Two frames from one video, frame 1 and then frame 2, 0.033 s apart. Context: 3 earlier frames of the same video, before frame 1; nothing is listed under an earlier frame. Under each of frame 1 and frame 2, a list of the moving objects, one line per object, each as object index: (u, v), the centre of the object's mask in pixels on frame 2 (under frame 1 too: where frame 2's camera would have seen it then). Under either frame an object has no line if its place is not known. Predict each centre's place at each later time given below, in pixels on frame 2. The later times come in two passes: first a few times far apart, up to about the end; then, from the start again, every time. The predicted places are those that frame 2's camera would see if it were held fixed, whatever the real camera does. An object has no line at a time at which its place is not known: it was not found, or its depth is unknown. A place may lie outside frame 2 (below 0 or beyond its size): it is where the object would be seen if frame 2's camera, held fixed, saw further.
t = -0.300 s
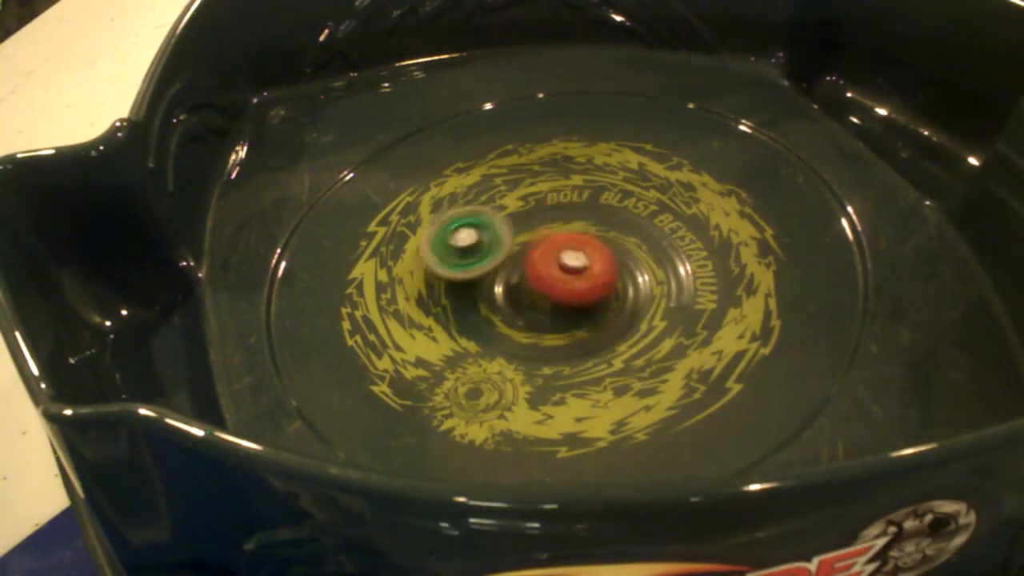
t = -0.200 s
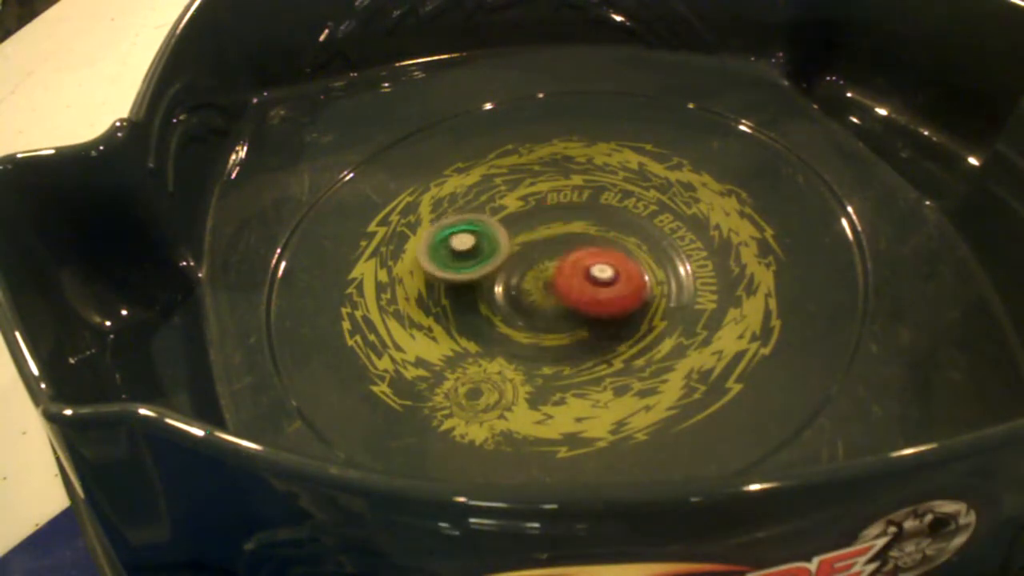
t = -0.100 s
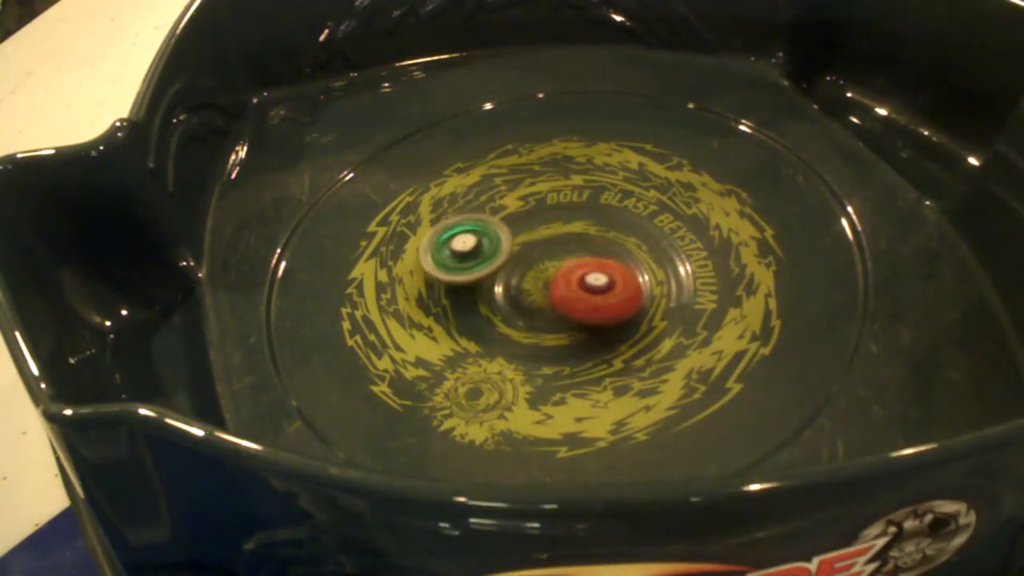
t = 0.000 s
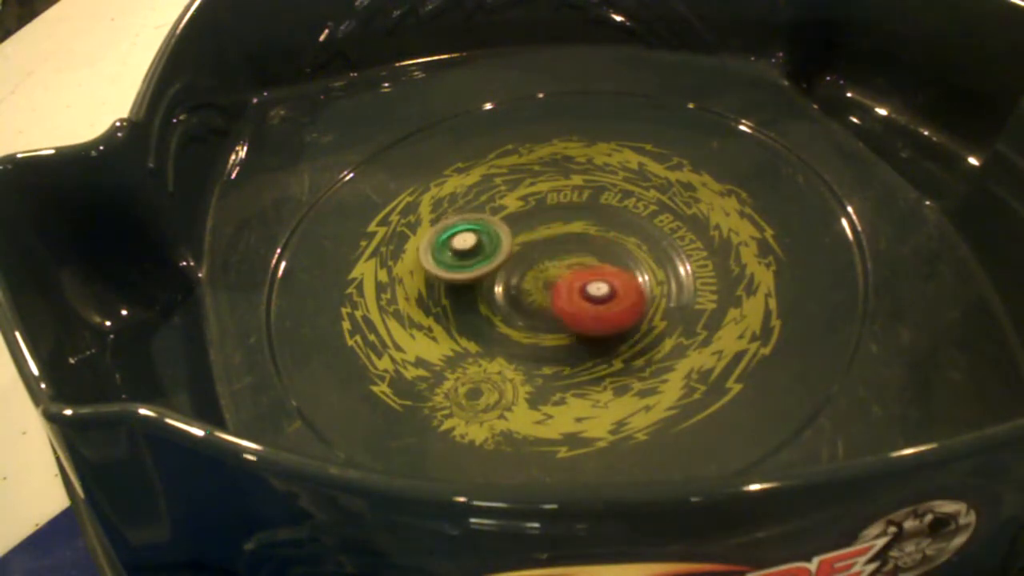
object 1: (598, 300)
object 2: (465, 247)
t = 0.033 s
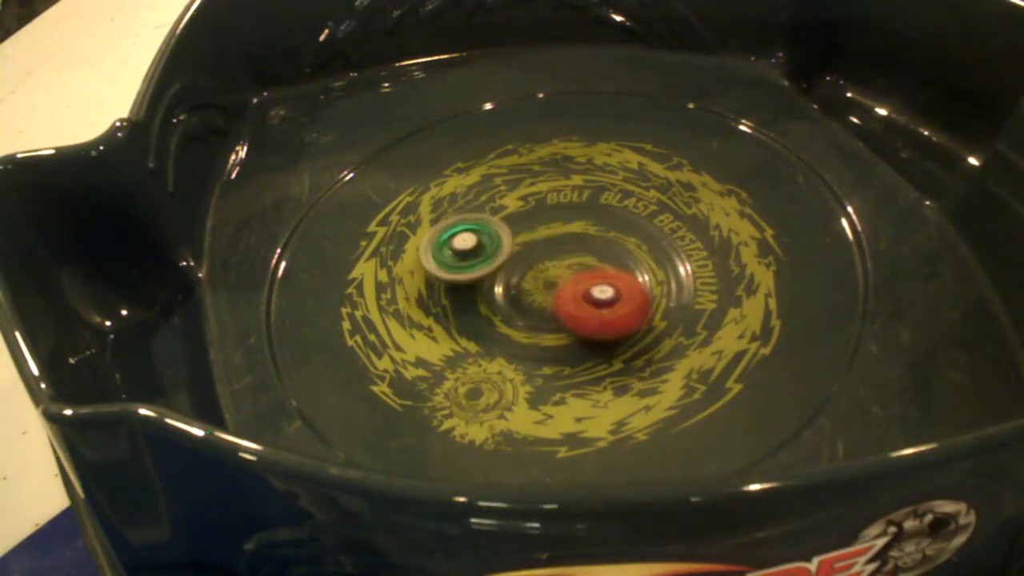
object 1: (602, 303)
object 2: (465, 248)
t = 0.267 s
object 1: (614, 302)
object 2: (461, 245)
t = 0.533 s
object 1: (631, 277)
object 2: (460, 259)
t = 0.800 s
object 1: (625, 244)
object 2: (460, 261)
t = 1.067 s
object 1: (593, 226)
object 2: (459, 265)
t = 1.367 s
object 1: (544, 226)
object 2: (462, 279)
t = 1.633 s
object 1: (554, 215)
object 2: (444, 321)
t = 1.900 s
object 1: (595, 225)
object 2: (458, 339)
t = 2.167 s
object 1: (590, 224)
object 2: (498, 316)
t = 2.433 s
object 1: (588, 219)
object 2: (571, 286)
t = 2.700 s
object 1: (578, 214)
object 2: (621, 294)
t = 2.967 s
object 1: (574, 243)
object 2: (635, 332)
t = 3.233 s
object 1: (558, 270)
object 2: (575, 330)
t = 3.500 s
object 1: (552, 220)
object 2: (559, 326)
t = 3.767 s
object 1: (554, 219)
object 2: (613, 262)
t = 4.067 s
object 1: (534, 228)
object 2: (634, 241)
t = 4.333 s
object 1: (514, 241)
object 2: (613, 267)
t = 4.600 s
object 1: (470, 234)
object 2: (597, 266)
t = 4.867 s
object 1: (468, 245)
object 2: (586, 253)
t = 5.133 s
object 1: (470, 274)
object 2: (581, 256)
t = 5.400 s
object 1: (482, 293)
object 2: (615, 256)
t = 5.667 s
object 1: (495, 287)
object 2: (637, 245)
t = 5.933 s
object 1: (495, 267)
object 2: (650, 234)
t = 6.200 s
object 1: (527, 254)
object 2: (623, 233)
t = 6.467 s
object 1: (503, 253)
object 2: (620, 228)
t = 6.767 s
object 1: (510, 271)
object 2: (599, 245)
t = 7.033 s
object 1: (511, 276)
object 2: (623, 247)
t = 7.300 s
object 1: (522, 261)
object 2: (631, 262)
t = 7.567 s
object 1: (509, 254)
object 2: (624, 258)
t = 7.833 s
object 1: (513, 265)
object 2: (628, 253)
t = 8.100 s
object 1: (517, 287)
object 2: (632, 253)
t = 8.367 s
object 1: (540, 300)
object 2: (629, 250)
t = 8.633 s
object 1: (531, 297)
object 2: (627, 251)
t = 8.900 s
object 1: (531, 297)
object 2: (635, 259)
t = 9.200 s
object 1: (528, 295)
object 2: (622, 257)
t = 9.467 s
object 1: (535, 298)
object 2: (641, 262)
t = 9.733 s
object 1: (535, 298)
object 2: (629, 253)
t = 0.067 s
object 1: (609, 307)
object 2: (465, 248)
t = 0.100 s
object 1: (614, 307)
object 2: (464, 247)
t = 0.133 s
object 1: (614, 307)
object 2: (463, 247)
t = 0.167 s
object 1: (609, 307)
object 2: (462, 245)
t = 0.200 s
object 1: (607, 305)
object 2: (461, 245)
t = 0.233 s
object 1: (609, 304)
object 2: (461, 245)
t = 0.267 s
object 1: (614, 302)
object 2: (461, 245)
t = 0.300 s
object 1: (620, 299)
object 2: (460, 247)
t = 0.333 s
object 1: (621, 297)
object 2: (460, 249)
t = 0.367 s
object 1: (620, 296)
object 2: (460, 250)
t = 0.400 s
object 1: (622, 292)
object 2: (459, 252)
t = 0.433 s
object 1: (626, 288)
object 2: (459, 255)
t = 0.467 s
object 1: (630, 284)
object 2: (459, 256)
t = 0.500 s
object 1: (631, 280)
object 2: (459, 258)
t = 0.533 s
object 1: (631, 277)
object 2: (460, 259)
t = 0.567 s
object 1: (632, 272)
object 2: (460, 260)
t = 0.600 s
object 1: (633, 267)
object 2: (460, 261)
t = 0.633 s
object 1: (633, 263)
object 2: (460, 261)
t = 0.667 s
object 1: (632, 259)
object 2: (460, 261)
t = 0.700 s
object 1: (631, 255)
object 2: (460, 261)
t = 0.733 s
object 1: (629, 251)
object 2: (460, 261)
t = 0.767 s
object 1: (627, 248)
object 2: (460, 261)
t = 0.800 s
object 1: (625, 244)
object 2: (460, 261)
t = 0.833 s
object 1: (622, 241)
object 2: (460, 261)
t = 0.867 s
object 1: (619, 238)
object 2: (459, 261)
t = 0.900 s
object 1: (614, 235)
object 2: (459, 261)
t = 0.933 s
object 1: (610, 232)
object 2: (459, 262)
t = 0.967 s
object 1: (607, 230)
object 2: (459, 262)
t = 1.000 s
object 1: (603, 228)
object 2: (459, 263)
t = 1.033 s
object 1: (598, 226)
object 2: (459, 264)
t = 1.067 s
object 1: (593, 226)
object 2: (459, 265)
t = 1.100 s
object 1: (588, 225)
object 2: (459, 267)
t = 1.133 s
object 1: (582, 224)
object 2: (459, 268)
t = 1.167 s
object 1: (576, 223)
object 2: (459, 270)
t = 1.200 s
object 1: (570, 223)
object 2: (460, 272)
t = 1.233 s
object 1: (564, 223)
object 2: (460, 273)
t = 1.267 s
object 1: (559, 223)
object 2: (461, 275)
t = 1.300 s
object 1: (554, 224)
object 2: (461, 276)
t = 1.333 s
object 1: (549, 225)
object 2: (461, 277)
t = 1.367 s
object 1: (544, 226)
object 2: (462, 279)
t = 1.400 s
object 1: (539, 227)
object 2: (462, 280)
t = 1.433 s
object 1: (534, 229)
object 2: (462, 281)
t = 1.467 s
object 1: (530, 231)
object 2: (463, 283)
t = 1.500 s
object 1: (526, 233)
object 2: (464, 284)
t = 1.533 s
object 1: (523, 235)
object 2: (465, 285)
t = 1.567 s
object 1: (526, 231)
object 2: (460, 294)
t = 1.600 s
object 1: (540, 220)
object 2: (450, 308)
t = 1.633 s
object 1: (554, 215)
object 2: (444, 321)
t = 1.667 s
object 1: (565, 214)
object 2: (443, 330)
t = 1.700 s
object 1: (574, 216)
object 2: (444, 335)
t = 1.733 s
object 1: (582, 222)
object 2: (446, 338)
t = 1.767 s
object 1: (589, 226)
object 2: (448, 340)
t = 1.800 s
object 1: (592, 226)
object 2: (450, 341)
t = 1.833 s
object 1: (594, 225)
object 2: (452, 341)
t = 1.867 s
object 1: (593, 224)
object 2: (455, 340)
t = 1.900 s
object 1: (595, 225)
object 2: (458, 339)
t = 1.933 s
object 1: (595, 226)
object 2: (462, 338)
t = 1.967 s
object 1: (595, 225)
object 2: (467, 335)
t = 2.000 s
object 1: (593, 224)
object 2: (472, 332)
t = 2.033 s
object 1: (593, 224)
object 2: (477, 329)
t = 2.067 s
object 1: (592, 224)
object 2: (482, 326)
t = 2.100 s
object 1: (591, 224)
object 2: (486, 323)
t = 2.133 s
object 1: (590, 224)
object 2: (492, 319)
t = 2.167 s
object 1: (590, 224)
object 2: (498, 316)
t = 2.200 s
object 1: (590, 224)
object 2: (507, 311)
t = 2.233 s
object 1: (589, 224)
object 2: (514, 306)
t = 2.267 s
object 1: (590, 224)
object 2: (520, 303)
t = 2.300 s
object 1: (590, 224)
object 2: (527, 300)
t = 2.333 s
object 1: (588, 223)
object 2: (539, 295)
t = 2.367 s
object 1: (589, 223)
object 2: (552, 291)
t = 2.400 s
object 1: (590, 221)
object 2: (562, 288)
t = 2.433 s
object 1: (588, 219)
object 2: (571, 286)
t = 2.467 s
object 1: (588, 218)
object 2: (578, 283)
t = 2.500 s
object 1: (587, 218)
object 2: (585, 282)
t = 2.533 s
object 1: (584, 217)
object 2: (594, 282)
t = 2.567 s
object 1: (580, 216)
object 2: (598, 275)
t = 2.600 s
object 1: (579, 214)
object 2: (601, 278)
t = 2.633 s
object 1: (578, 213)
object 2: (606, 283)
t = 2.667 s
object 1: (577, 213)
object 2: (615, 289)
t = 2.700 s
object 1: (578, 214)
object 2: (621, 294)
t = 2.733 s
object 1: (579, 217)
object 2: (630, 297)
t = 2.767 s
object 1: (582, 223)
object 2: (636, 300)
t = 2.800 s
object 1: (585, 228)
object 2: (641, 307)
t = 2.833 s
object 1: (585, 229)
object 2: (645, 313)
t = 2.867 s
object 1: (582, 230)
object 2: (644, 319)
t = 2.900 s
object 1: (579, 235)
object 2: (643, 324)
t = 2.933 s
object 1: (576, 238)
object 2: (640, 329)
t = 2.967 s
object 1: (574, 243)
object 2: (635, 332)
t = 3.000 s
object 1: (572, 247)
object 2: (629, 335)
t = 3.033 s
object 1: (570, 251)
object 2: (624, 337)
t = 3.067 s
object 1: (568, 255)
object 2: (615, 337)
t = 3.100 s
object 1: (567, 258)
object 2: (607, 338)
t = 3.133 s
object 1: (564, 263)
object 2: (598, 336)
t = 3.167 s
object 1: (562, 267)
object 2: (589, 333)
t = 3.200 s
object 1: (560, 270)
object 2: (581, 330)
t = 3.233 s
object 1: (558, 270)
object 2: (575, 330)
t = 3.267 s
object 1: (556, 268)
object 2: (571, 329)
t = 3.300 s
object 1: (554, 254)
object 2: (564, 338)
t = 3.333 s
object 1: (554, 242)
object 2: (559, 343)
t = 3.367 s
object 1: (554, 234)
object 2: (556, 343)
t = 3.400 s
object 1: (555, 228)
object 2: (554, 341)
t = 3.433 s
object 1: (556, 225)
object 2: (553, 335)
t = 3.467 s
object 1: (553, 222)
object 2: (555, 331)
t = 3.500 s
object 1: (552, 220)
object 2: (559, 326)
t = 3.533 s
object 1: (553, 221)
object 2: (567, 317)
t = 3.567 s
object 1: (557, 222)
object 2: (573, 311)
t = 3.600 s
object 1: (560, 223)
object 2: (577, 304)
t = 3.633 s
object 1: (560, 222)
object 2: (586, 295)
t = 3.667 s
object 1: (558, 221)
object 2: (596, 287)
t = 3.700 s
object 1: (556, 220)
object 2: (604, 280)
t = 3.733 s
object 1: (556, 219)
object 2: (607, 272)
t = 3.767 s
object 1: (554, 219)
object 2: (613, 262)
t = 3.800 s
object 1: (553, 220)
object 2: (619, 254)
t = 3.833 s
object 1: (551, 222)
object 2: (625, 250)
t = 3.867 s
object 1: (551, 223)
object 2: (633, 248)
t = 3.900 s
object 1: (549, 223)
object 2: (636, 245)
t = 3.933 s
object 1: (544, 224)
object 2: (635, 243)
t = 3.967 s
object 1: (542, 225)
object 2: (636, 242)
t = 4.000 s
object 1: (541, 226)
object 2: (635, 241)
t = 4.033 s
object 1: (536, 227)
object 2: (635, 240)
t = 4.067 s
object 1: (534, 228)
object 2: (634, 241)
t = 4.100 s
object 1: (533, 229)
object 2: (634, 242)
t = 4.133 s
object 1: (530, 230)
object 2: (632, 244)
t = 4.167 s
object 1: (526, 232)
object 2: (631, 245)
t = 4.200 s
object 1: (523, 234)
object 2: (626, 249)
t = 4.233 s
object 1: (522, 235)
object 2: (620, 252)
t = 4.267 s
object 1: (519, 237)
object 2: (619, 254)
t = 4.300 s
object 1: (515, 240)
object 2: (618, 260)
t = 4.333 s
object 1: (514, 241)
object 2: (613, 267)
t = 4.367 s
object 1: (513, 243)
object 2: (607, 270)
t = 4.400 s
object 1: (511, 245)
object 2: (600, 268)
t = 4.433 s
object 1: (507, 248)
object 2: (595, 267)
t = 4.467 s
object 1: (494, 243)
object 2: (600, 268)
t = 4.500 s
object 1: (482, 239)
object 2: (604, 269)
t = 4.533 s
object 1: (474, 237)
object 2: (603, 270)
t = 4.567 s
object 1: (469, 235)
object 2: (601, 268)
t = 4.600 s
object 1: (470, 234)
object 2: (597, 266)
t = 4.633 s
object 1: (475, 234)
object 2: (593, 263)
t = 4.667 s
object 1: (480, 233)
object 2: (593, 262)
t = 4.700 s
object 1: (481, 232)
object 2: (595, 262)
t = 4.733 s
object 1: (479, 234)
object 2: (600, 263)
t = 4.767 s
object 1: (475, 236)
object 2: (603, 262)
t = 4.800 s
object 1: (472, 239)
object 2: (599, 260)
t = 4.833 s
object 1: (469, 242)
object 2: (591, 256)
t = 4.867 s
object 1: (468, 245)
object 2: (586, 253)
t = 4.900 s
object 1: (467, 248)
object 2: (586, 253)
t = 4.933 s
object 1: (467, 251)
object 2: (588, 255)
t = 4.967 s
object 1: (467, 254)
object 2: (588, 257)
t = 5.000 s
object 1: (467, 258)
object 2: (588, 258)
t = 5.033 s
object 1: (467, 262)
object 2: (584, 258)
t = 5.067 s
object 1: (467, 265)
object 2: (582, 258)
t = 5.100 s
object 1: (468, 270)
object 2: (580, 258)
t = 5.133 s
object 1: (470, 274)
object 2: (581, 256)
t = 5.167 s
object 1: (471, 278)
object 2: (581, 257)
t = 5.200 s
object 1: (474, 282)
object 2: (581, 257)
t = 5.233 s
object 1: (478, 286)
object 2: (583, 259)
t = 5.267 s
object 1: (484, 287)
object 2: (583, 260)
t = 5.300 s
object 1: (490, 288)
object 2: (586, 262)
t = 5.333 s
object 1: (485, 289)
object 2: (598, 261)
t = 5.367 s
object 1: (482, 291)
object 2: (609, 257)
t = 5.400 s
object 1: (482, 293)
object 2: (615, 256)
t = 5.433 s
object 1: (486, 294)
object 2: (616, 257)
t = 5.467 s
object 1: (492, 295)
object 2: (613, 257)
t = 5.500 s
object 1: (497, 294)
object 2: (611, 256)
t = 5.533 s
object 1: (503, 293)
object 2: (610, 255)
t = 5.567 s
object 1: (509, 292)
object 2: (610, 254)
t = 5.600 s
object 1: (515, 289)
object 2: (610, 254)
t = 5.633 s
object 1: (511, 287)
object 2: (618, 252)
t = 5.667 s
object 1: (495, 287)
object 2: (637, 245)
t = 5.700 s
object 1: (488, 285)
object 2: (648, 239)
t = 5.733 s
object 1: (484, 284)
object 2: (654, 237)
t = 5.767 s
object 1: (483, 282)
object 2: (655, 237)
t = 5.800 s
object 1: (483, 279)
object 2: (654, 236)
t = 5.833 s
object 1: (485, 275)
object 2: (654, 235)
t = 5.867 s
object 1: (487, 272)
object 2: (654, 234)
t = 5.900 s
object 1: (491, 269)
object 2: (652, 234)
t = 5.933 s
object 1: (495, 267)
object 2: (650, 234)
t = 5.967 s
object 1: (502, 264)
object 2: (647, 233)
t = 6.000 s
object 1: (508, 260)
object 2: (644, 234)
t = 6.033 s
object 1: (510, 260)
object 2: (640, 234)
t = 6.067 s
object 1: (515, 260)
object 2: (635, 235)
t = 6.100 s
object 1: (520, 258)
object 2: (626, 237)
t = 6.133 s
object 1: (525, 255)
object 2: (620, 237)
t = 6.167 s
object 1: (525, 254)
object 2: (621, 235)
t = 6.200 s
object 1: (527, 254)
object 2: (623, 233)
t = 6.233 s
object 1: (531, 253)
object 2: (628, 232)
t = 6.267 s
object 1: (536, 250)
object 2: (631, 231)
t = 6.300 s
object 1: (537, 248)
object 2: (631, 230)
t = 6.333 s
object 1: (535, 247)
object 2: (628, 229)
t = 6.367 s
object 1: (531, 248)
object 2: (623, 229)
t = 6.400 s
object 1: (522, 249)
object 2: (624, 232)
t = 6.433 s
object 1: (510, 252)
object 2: (621, 230)
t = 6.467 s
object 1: (503, 253)
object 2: (620, 228)
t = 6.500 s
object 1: (503, 254)
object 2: (618, 228)
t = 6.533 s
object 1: (508, 256)
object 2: (616, 227)
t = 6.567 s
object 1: (514, 257)
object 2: (614, 228)
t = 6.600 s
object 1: (515, 258)
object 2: (610, 232)
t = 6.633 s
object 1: (514, 259)
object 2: (605, 235)
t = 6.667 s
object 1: (512, 263)
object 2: (604, 235)
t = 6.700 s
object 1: (511, 266)
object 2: (604, 238)
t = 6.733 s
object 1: (511, 268)
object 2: (601, 242)
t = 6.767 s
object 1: (510, 271)
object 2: (599, 245)
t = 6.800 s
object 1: (511, 273)
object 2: (597, 247)
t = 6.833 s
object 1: (512, 276)
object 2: (597, 246)
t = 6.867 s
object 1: (508, 278)
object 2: (602, 245)
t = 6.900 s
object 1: (502, 280)
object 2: (611, 245)
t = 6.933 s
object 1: (504, 280)
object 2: (615, 244)
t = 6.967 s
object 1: (508, 278)
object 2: (618, 245)
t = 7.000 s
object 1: (511, 276)
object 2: (623, 247)
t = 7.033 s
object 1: (511, 276)
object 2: (623, 247)
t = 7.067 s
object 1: (514, 276)
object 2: (621, 248)
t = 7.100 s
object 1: (518, 274)
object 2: (617, 249)
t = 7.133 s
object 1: (519, 272)
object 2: (616, 249)
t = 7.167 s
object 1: (521, 269)
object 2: (623, 248)
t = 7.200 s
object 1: (521, 268)
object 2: (626, 253)
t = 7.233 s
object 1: (522, 266)
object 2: (630, 258)
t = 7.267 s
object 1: (522, 263)
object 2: (631, 261)
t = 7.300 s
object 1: (522, 261)
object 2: (631, 262)
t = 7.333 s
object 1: (521, 260)
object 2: (631, 263)
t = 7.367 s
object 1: (520, 257)
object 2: (631, 264)
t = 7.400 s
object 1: (519, 255)
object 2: (630, 264)
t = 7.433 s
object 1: (516, 253)
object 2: (630, 264)
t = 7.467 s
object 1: (513, 253)
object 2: (627, 263)
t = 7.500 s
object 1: (508, 254)
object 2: (626, 260)
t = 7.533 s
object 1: (508, 254)
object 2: (626, 258)
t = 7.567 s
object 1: (509, 254)
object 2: (624, 258)
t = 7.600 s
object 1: (513, 254)
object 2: (624, 256)
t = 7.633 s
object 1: (515, 255)
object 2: (623, 255)
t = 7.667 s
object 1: (514, 255)
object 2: (622, 254)
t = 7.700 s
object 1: (513, 257)
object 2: (621, 251)
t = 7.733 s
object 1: (512, 260)
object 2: (622, 251)
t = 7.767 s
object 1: (513, 262)
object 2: (623, 250)
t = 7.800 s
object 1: (514, 263)
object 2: (625, 251)
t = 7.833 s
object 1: (513, 265)
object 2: (628, 253)
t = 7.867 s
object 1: (514, 268)
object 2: (630, 254)
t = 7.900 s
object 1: (514, 271)
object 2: (629, 255)
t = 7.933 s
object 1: (513, 274)
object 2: (627, 254)
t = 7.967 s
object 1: (512, 277)
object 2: (624, 252)
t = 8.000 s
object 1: (512, 279)
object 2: (624, 250)
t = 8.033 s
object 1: (513, 282)
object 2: (626, 250)
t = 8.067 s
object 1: (514, 284)
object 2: (630, 250)
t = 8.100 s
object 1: (517, 287)
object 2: (632, 253)
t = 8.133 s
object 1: (518, 289)
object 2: (630, 254)
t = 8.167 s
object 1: (521, 292)
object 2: (629, 253)
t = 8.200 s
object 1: (523, 295)
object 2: (628, 253)
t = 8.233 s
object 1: (526, 296)
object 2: (628, 252)
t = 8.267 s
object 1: (528, 297)
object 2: (628, 251)
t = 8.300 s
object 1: (532, 297)
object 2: (630, 251)
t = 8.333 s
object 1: (535, 298)
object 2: (628, 251)
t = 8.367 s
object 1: (540, 300)
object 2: (629, 250)
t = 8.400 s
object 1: (544, 301)
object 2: (631, 251)
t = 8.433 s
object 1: (545, 301)
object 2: (634, 252)
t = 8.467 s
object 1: (545, 300)
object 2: (635, 254)
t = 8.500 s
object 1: (541, 299)
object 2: (633, 256)
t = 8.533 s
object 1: (537, 298)
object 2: (626, 255)
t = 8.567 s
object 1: (535, 299)
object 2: (622, 254)
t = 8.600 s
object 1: (533, 299)
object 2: (623, 252)
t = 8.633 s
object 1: (531, 297)
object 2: (627, 251)
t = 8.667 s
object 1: (528, 295)
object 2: (628, 252)
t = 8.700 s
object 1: (524, 293)
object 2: (628, 253)
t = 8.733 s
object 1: (524, 293)
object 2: (627, 253)
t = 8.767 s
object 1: (524, 294)
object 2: (628, 253)
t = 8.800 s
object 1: (526, 295)
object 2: (630, 253)
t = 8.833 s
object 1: (528, 297)
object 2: (633, 255)
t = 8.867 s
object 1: (530, 296)
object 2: (635, 257)
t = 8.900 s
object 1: (531, 297)
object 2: (635, 259)
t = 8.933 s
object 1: (532, 298)
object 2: (638, 262)
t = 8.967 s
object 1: (533, 297)
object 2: (638, 264)
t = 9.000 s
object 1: (535, 298)
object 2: (636, 266)
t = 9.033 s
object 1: (538, 298)
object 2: (635, 265)
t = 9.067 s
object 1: (539, 299)
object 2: (633, 264)
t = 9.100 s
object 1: (534, 301)
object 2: (637, 260)
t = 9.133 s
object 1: (531, 300)
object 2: (636, 258)
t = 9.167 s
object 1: (529, 298)
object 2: (631, 257)
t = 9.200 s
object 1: (528, 295)
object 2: (622, 257)
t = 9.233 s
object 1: (527, 294)
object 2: (619, 254)
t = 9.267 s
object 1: (527, 295)
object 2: (624, 254)
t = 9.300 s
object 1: (527, 295)
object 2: (631, 254)
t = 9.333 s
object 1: (527, 295)
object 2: (633, 257)
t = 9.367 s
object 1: (528, 296)
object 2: (639, 259)
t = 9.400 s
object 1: (530, 296)
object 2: (641, 260)
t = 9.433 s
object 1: (532, 296)
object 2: (641, 261)
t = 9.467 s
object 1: (535, 298)
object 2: (641, 262)
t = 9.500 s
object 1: (539, 299)
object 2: (640, 263)
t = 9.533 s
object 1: (542, 299)
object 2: (638, 261)
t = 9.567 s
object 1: (547, 299)
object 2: (637, 261)
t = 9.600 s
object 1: (547, 300)
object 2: (637, 259)
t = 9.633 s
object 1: (543, 301)
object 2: (642, 256)
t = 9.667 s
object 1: (541, 301)
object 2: (641, 254)
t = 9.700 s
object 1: (537, 299)
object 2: (636, 254)
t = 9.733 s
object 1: (535, 298)
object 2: (629, 253)
